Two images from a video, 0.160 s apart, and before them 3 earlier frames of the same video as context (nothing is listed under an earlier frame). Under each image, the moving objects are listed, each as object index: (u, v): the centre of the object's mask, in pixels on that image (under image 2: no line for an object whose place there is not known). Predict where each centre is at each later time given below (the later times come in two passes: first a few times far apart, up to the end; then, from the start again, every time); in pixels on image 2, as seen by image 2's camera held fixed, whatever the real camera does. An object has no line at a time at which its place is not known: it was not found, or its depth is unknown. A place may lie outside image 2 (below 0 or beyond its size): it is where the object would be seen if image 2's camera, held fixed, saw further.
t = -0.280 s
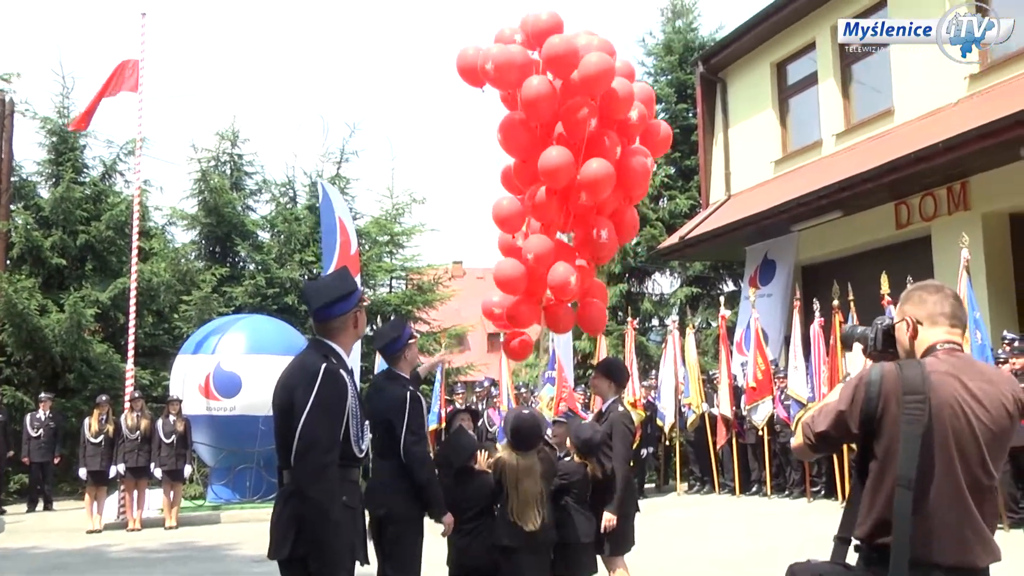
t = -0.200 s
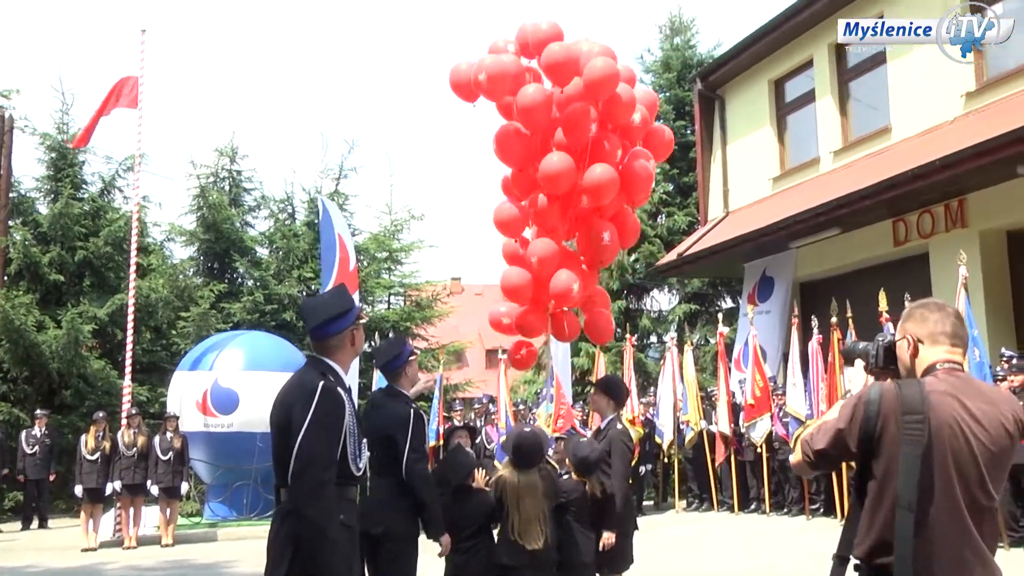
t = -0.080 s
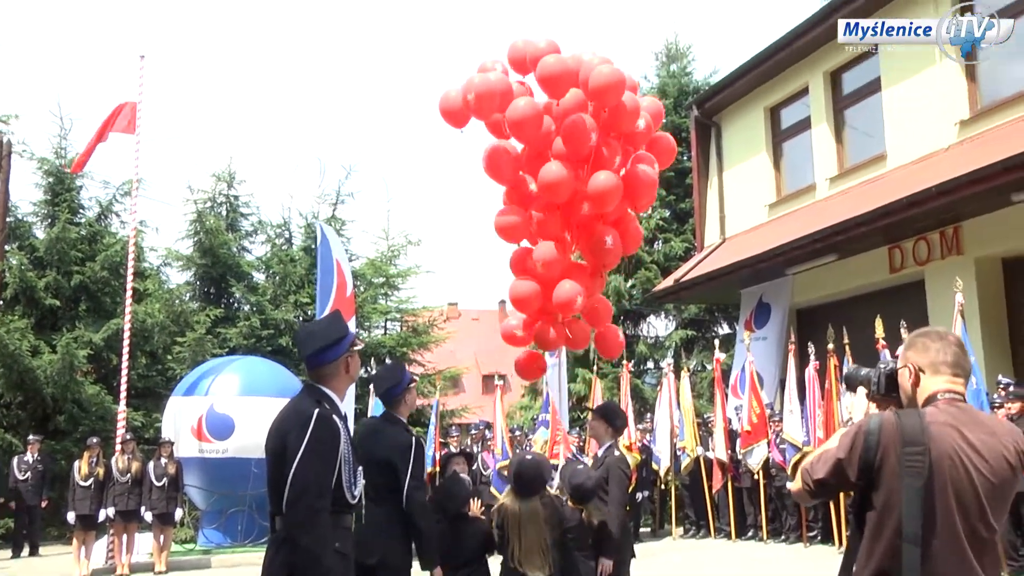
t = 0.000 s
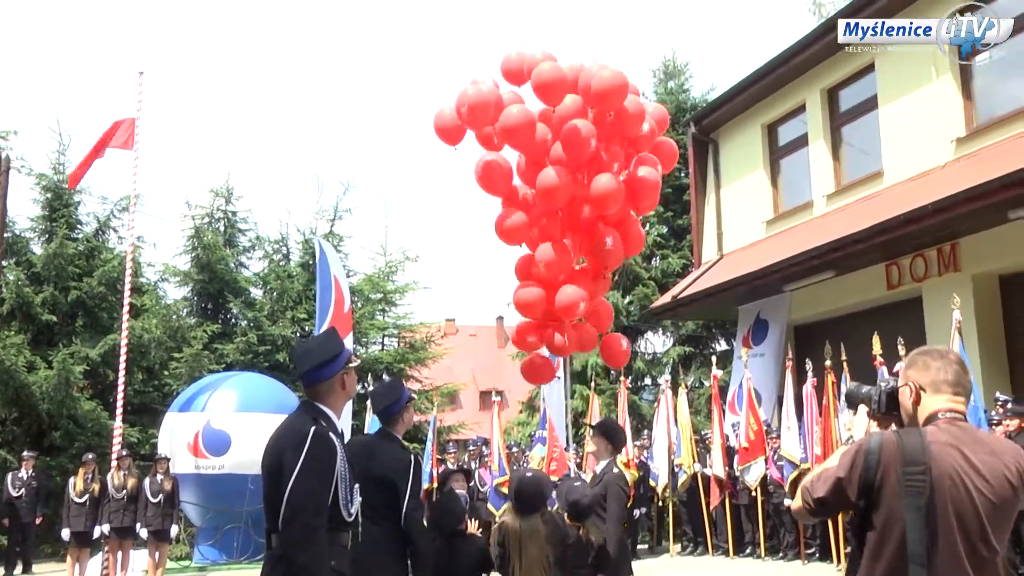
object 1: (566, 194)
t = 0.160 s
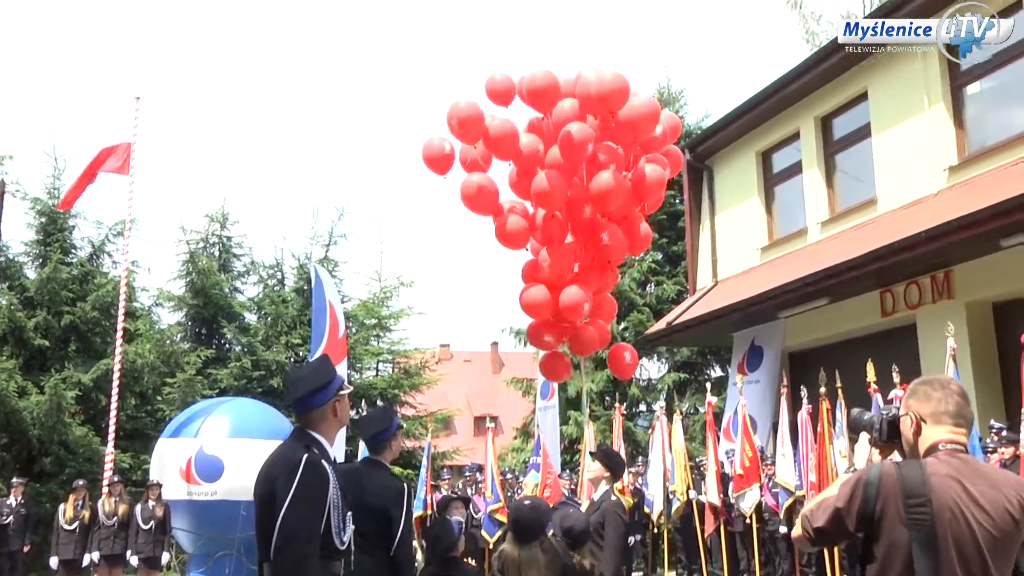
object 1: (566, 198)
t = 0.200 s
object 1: (570, 193)
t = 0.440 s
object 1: (570, 156)
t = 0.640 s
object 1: (585, 134)
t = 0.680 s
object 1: (587, 130)
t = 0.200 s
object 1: (570, 193)
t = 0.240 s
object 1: (570, 186)
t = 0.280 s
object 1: (567, 177)
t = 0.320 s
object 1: (567, 171)
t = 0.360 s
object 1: (568, 166)
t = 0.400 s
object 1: (569, 161)
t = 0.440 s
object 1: (570, 156)
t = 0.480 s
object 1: (574, 151)
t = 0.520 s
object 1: (576, 147)
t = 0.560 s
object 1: (578, 142)
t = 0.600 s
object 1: (579, 138)
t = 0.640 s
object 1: (585, 134)
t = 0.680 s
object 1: (587, 130)
